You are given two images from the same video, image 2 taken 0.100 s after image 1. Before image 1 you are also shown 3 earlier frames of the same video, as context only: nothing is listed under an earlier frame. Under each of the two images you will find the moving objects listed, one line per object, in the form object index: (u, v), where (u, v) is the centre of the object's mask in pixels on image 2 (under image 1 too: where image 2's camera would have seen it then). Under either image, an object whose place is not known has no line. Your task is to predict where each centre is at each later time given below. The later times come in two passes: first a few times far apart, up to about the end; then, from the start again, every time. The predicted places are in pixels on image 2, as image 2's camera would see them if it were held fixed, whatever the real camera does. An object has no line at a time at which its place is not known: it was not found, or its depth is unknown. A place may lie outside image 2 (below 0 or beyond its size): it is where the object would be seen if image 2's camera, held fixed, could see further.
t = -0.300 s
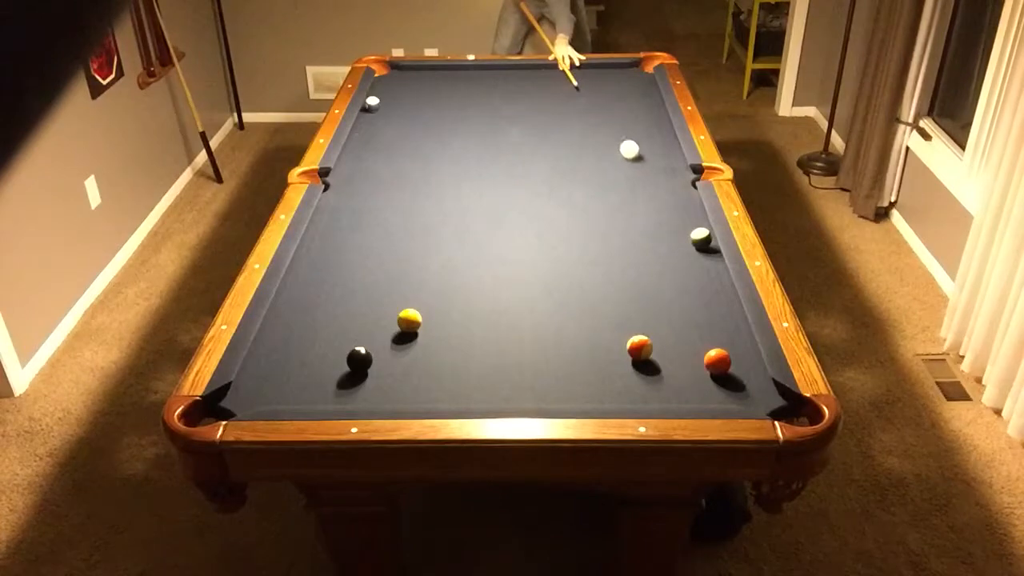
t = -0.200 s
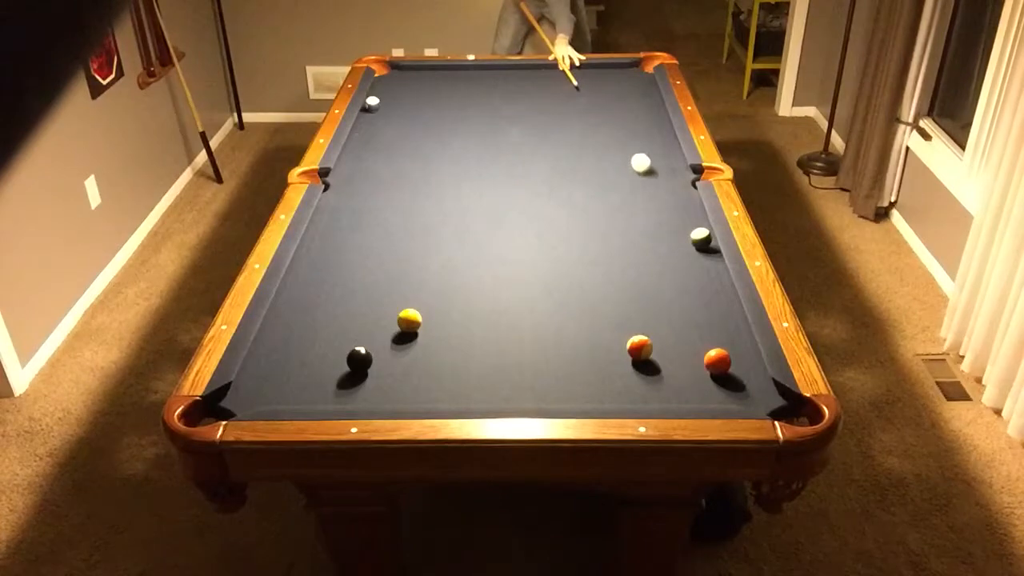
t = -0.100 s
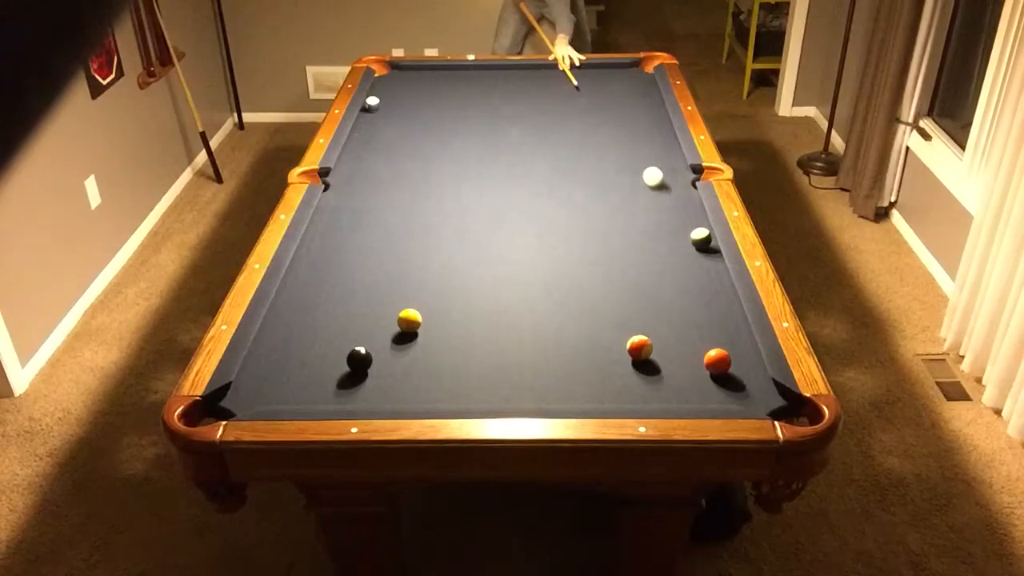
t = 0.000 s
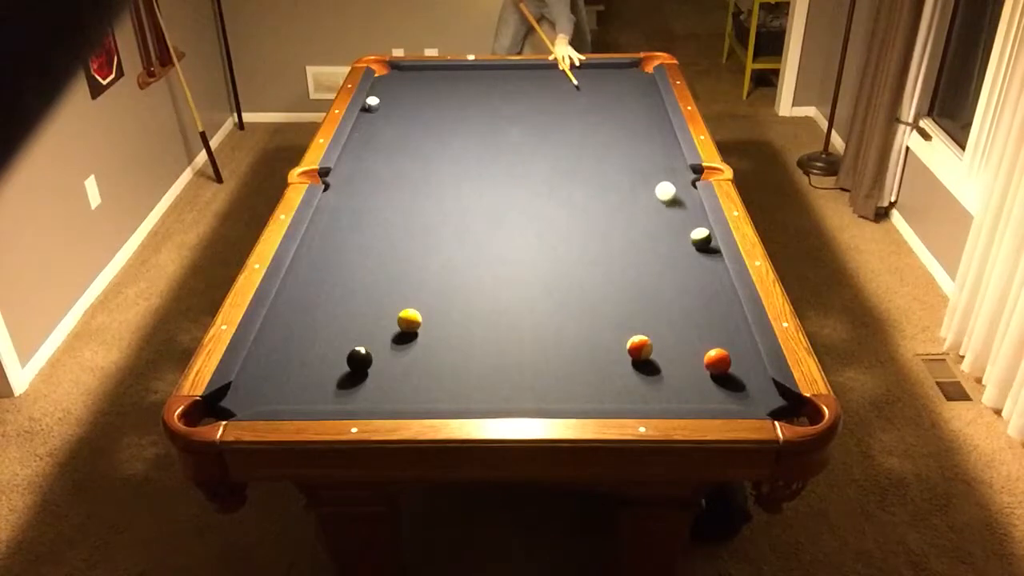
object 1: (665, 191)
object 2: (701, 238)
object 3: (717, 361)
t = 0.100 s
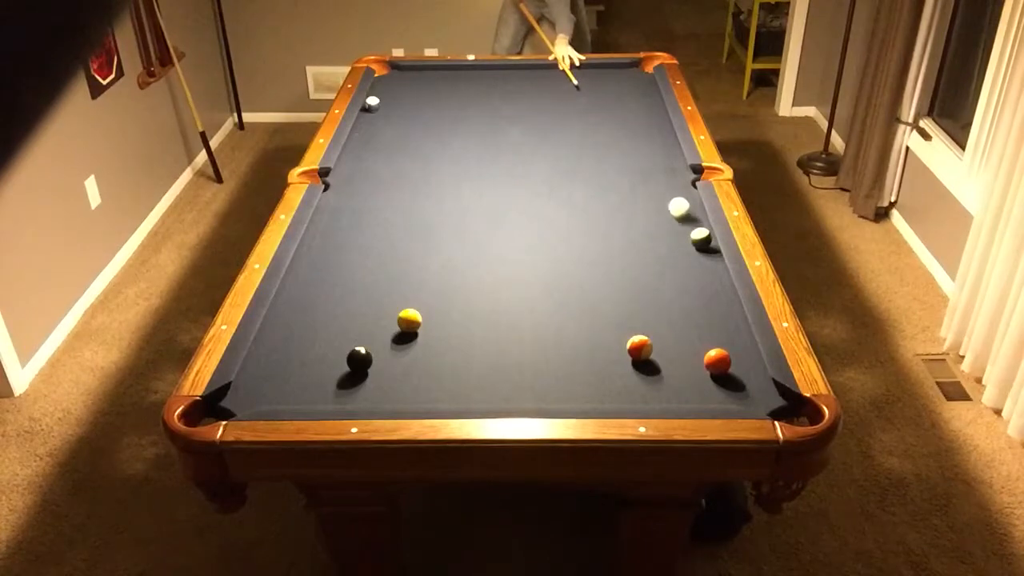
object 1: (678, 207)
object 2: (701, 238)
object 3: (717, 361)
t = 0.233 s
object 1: (697, 225)
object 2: (703, 242)
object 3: (717, 361)
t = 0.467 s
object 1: (695, 232)
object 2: (717, 273)
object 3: (717, 361)
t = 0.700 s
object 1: (690, 236)
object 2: (726, 300)
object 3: (717, 361)
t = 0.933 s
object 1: (685, 240)
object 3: (717, 361)
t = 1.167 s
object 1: (682, 242)
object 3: (717, 361)
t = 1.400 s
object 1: (680, 244)
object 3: (709, 363)
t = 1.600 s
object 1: (679, 246)
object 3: (704, 363)
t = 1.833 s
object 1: (679, 247)
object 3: (699, 364)
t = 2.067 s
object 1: (679, 247)
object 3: (696, 365)
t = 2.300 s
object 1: (679, 247)
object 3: (696, 365)
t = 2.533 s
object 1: (679, 247)
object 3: (697, 365)
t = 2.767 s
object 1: (679, 247)
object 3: (697, 365)
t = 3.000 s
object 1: (679, 247)
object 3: (697, 365)
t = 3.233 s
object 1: (679, 247)
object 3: (696, 365)
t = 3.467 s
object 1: (679, 247)
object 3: (697, 365)
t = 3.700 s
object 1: (679, 247)
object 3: (697, 365)
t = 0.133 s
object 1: (683, 212)
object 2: (701, 238)
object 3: (717, 361)
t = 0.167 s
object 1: (688, 218)
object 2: (701, 238)
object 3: (717, 361)
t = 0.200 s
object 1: (693, 223)
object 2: (701, 239)
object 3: (717, 361)
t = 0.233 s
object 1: (697, 225)
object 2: (703, 242)
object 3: (717, 361)
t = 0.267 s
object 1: (701, 227)
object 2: (704, 246)
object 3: (717, 361)
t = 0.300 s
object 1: (701, 229)
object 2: (707, 252)
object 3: (717, 361)
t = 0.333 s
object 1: (699, 229)
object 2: (709, 256)
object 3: (717, 361)
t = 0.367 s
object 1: (698, 230)
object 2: (711, 260)
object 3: (717, 361)
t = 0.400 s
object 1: (697, 230)
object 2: (713, 265)
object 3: (717, 361)
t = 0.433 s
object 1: (696, 231)
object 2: (715, 269)
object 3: (717, 361)
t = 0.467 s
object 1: (695, 232)
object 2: (717, 273)
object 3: (717, 361)
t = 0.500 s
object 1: (695, 232)
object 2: (719, 276)
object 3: (717, 361)
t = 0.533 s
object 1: (694, 233)
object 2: (721, 280)
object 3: (717, 361)
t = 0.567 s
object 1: (693, 234)
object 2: (722, 285)
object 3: (717, 360)
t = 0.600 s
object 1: (692, 234)
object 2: (723, 288)
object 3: (717, 361)
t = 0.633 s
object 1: (691, 235)
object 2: (724, 292)
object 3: (717, 361)
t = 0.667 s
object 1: (690, 235)
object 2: (725, 296)
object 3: (717, 361)
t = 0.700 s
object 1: (690, 236)
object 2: (726, 300)
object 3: (717, 361)
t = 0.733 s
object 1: (689, 236)
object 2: (726, 303)
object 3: (717, 361)
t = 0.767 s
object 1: (688, 237)
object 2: (727, 309)
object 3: (717, 361)
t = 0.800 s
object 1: (688, 237)
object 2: (729, 311)
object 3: (717, 361)
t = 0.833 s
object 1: (687, 238)
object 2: (731, 315)
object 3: (717, 361)
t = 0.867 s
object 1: (686, 239)
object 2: (732, 319)
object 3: (717, 361)
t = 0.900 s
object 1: (686, 239)
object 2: (732, 323)
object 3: (717, 361)
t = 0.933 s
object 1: (685, 240)
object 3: (717, 361)
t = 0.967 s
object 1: (684, 240)
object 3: (717, 361)
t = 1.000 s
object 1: (684, 240)
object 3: (717, 361)
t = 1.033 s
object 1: (684, 241)
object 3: (717, 361)
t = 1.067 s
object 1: (683, 241)
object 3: (717, 361)
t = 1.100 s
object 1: (683, 241)
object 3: (717, 361)
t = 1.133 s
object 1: (682, 242)
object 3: (717, 361)
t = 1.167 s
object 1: (682, 242)
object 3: (717, 361)
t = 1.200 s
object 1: (682, 243)
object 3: (716, 361)
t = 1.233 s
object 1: (681, 243)
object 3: (714, 361)
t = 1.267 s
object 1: (681, 243)
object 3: (713, 362)
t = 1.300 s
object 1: (680, 244)
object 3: (712, 362)
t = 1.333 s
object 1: (680, 244)
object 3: (711, 362)
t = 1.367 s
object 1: (680, 244)
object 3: (710, 362)
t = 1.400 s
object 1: (680, 244)
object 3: (709, 363)
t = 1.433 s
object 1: (679, 245)
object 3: (709, 363)
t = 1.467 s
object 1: (679, 245)
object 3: (707, 363)
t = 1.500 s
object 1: (679, 245)
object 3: (706, 363)
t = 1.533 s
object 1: (679, 245)
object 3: (705, 363)
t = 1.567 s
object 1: (679, 246)
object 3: (704, 363)
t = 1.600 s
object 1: (679, 246)
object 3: (704, 363)
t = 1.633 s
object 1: (679, 246)
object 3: (703, 363)
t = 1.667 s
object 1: (679, 246)
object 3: (702, 364)
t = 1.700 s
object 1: (679, 246)
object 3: (701, 364)
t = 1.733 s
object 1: (679, 246)
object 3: (701, 364)
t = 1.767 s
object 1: (679, 247)
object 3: (700, 364)
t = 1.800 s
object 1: (679, 247)
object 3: (699, 364)
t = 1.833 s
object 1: (679, 247)
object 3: (699, 364)
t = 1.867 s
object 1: (679, 247)
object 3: (698, 364)
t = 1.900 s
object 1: (679, 247)
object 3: (698, 364)
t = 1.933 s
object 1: (679, 247)
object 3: (697, 364)
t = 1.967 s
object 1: (679, 247)
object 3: (697, 364)
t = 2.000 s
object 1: (679, 247)
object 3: (697, 364)
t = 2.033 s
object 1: (679, 247)
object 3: (696, 365)
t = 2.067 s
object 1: (679, 247)
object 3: (696, 365)
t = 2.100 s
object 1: (679, 247)
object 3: (696, 365)
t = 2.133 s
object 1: (679, 247)
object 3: (696, 365)
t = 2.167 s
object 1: (679, 247)
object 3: (696, 365)
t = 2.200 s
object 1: (679, 247)
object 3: (696, 365)
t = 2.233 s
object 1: (679, 247)
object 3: (696, 365)
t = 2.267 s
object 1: (679, 247)
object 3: (696, 365)
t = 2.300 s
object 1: (679, 247)
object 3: (696, 365)
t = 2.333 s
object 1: (679, 247)
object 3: (696, 365)
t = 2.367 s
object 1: (679, 247)
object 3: (696, 365)
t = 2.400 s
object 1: (679, 247)
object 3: (696, 365)
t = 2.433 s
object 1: (679, 247)
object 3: (696, 365)
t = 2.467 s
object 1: (679, 247)
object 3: (696, 365)
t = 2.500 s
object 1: (679, 247)
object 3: (697, 365)
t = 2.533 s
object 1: (679, 247)
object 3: (697, 365)
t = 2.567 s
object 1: (679, 247)
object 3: (696, 365)
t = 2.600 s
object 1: (679, 247)
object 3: (697, 365)
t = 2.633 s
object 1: (679, 247)
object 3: (697, 365)
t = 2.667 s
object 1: (679, 247)
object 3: (697, 365)
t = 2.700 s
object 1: (679, 247)
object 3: (697, 365)
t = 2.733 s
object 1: (679, 247)
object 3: (697, 365)
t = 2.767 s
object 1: (679, 247)
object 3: (697, 365)
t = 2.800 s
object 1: (679, 247)
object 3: (697, 365)
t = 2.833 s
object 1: (679, 247)
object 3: (697, 365)
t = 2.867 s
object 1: (679, 247)
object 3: (697, 365)
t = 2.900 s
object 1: (679, 247)
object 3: (697, 365)
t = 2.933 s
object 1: (679, 247)
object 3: (697, 365)
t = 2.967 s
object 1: (679, 247)
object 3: (697, 365)
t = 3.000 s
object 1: (679, 247)
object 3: (697, 365)
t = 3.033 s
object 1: (679, 247)
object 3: (697, 365)
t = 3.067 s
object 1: (679, 247)
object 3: (697, 365)
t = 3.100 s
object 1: (679, 247)
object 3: (696, 365)
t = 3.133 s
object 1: (679, 247)
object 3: (697, 365)
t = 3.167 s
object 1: (679, 247)
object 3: (696, 365)
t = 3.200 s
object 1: (679, 247)
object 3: (697, 365)
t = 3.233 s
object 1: (679, 247)
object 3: (696, 365)
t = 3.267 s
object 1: (679, 247)
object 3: (696, 365)
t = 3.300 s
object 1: (679, 247)
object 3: (697, 365)
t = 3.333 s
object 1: (679, 247)
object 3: (696, 365)
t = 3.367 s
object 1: (679, 247)
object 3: (697, 365)
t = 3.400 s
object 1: (679, 247)
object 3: (696, 365)
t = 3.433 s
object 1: (679, 247)
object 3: (697, 365)
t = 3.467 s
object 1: (679, 247)
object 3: (697, 365)
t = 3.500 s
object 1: (679, 247)
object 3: (697, 365)
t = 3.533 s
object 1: (679, 247)
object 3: (697, 365)
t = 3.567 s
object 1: (679, 247)
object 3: (697, 365)
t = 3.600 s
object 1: (679, 247)
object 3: (697, 365)
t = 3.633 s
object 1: (679, 247)
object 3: (697, 365)
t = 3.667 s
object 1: (679, 247)
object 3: (697, 365)
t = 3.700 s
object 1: (679, 247)
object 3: (697, 365)
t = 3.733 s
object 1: (679, 247)
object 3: (697, 365)
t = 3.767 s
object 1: (679, 247)
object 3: (697, 365)
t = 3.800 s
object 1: (679, 247)
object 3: (697, 365)
